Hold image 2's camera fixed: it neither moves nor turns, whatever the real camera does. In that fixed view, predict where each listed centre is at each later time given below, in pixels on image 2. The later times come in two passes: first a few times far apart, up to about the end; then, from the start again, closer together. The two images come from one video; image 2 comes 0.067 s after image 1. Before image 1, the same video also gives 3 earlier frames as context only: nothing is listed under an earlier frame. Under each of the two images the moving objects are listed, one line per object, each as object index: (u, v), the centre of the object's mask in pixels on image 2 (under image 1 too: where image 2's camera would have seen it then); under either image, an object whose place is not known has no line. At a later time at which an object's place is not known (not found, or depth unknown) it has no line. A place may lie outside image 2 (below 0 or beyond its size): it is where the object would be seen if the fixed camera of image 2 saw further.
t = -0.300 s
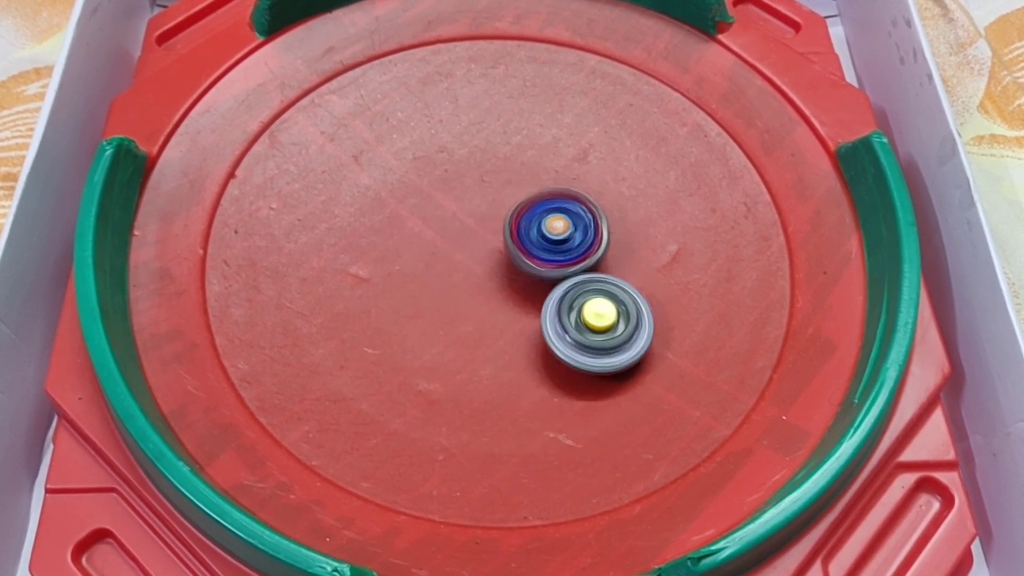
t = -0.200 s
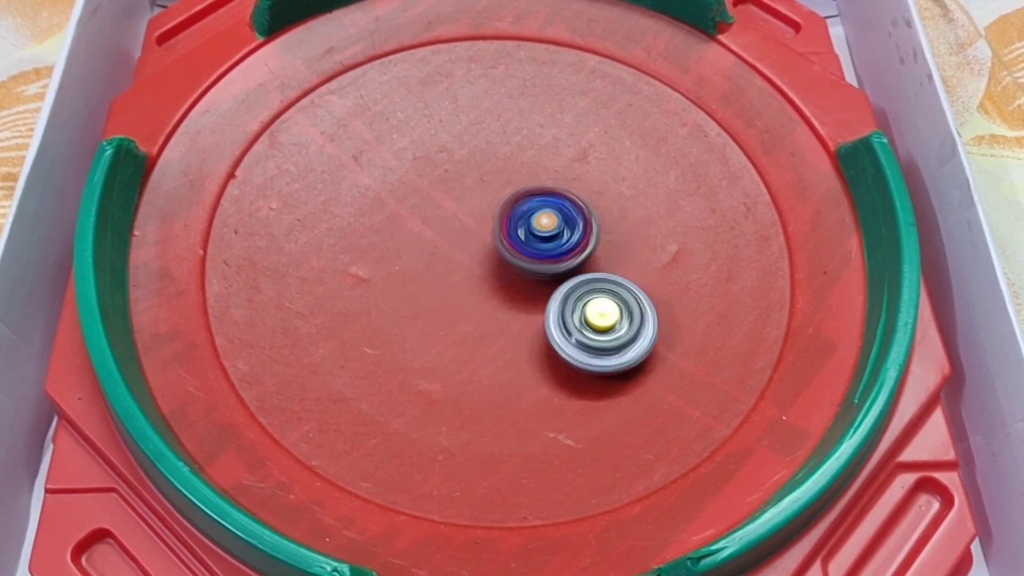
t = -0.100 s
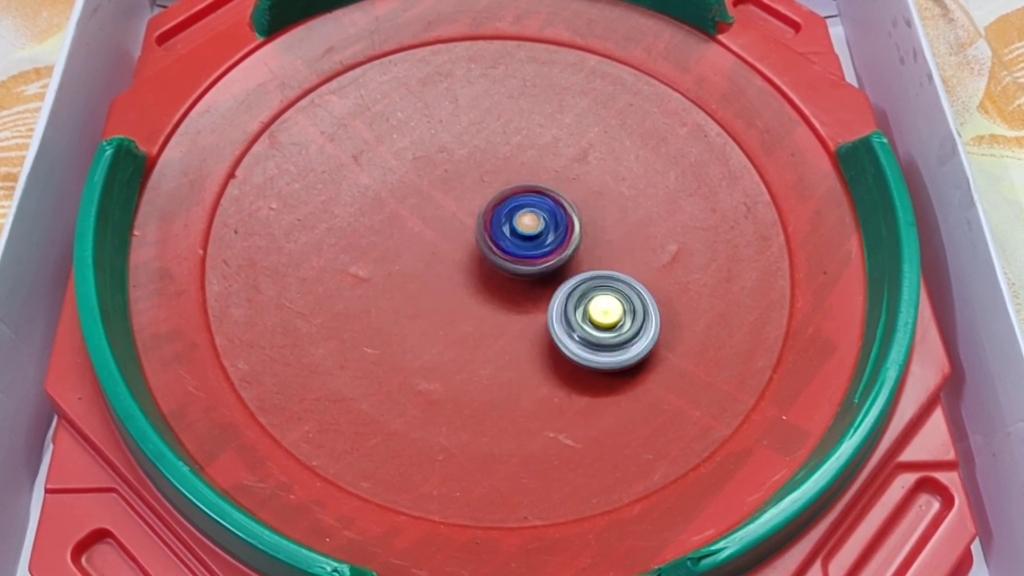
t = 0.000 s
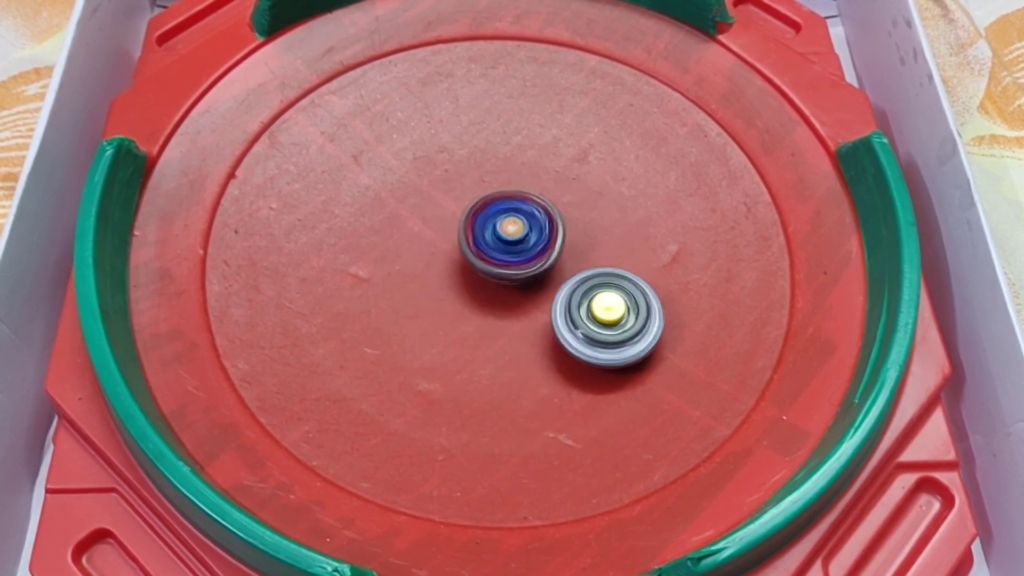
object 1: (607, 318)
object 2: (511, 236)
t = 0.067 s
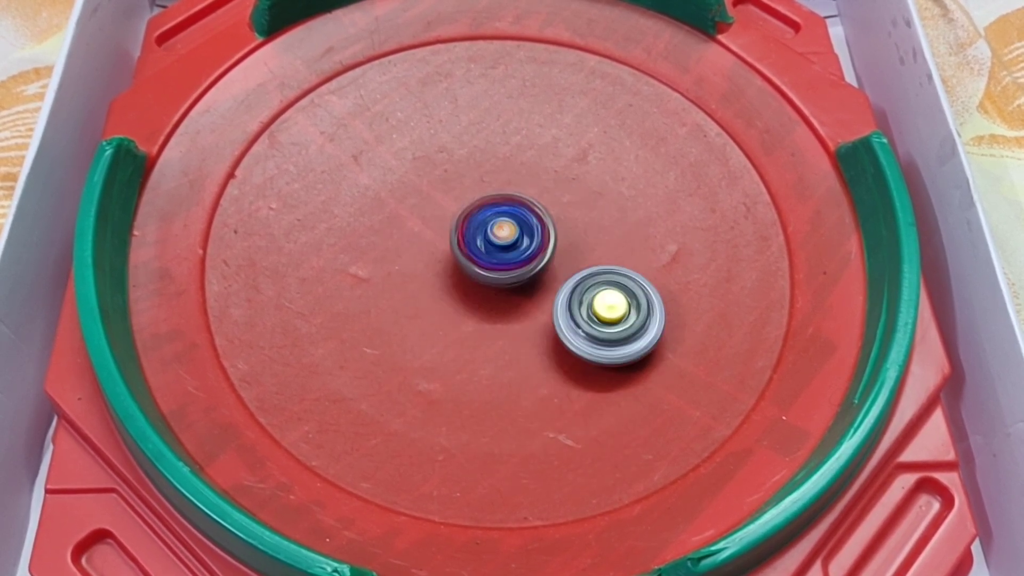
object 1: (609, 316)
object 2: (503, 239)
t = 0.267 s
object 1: (614, 309)
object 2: (496, 256)
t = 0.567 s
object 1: (632, 301)
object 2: (510, 262)
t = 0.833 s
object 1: (644, 289)
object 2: (504, 243)
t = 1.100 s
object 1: (644, 275)
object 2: (489, 235)
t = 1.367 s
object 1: (629, 263)
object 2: (498, 245)
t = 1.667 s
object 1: (647, 252)
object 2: (491, 242)
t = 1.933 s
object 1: (638, 240)
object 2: (484, 248)
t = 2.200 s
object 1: (625, 230)
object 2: (513, 249)
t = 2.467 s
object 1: (646, 217)
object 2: (471, 258)
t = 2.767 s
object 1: (639, 211)
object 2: (483, 269)
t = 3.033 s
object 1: (628, 207)
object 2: (518, 240)
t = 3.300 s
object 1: (620, 205)
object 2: (507, 215)
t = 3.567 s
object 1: (611, 202)
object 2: (470, 237)
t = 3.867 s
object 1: (598, 199)
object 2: (531, 265)
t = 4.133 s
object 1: (604, 178)
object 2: (529, 310)
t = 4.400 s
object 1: (599, 174)
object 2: (536, 329)
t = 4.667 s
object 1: (592, 171)
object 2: (531, 287)
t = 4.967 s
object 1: (583, 173)
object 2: (451, 243)
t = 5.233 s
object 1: (571, 178)
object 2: (441, 253)
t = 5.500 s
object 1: (564, 175)
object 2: (490, 252)
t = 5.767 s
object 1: (567, 166)
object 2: (501, 273)
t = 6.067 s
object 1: (558, 165)
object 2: (537, 255)
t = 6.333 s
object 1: (552, 162)
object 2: (536, 250)
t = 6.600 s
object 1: (544, 163)
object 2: (531, 249)
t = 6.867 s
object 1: (538, 165)
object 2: (519, 255)
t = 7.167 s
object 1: (528, 170)
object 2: (522, 258)
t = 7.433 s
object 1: (526, 143)
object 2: (518, 317)
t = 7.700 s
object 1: (514, 143)
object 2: (555, 336)
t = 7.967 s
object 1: (506, 151)
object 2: (549, 277)
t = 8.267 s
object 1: (494, 139)
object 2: (519, 244)
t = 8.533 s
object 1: (481, 143)
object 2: (522, 276)
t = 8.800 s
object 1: (472, 151)
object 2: (539, 280)
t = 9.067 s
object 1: (465, 162)
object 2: (536, 253)
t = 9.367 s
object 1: (450, 172)
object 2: (520, 252)
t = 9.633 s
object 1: (441, 182)
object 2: (545, 259)
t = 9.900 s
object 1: (433, 192)
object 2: (529, 239)
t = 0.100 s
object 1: (610, 314)
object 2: (501, 241)
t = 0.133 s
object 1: (611, 313)
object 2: (499, 244)
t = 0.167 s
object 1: (612, 312)
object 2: (497, 247)
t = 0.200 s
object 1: (613, 312)
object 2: (496, 250)
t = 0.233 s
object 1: (614, 310)
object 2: (496, 253)
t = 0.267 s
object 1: (614, 309)
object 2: (496, 256)
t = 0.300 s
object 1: (615, 308)
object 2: (498, 260)
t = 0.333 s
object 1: (616, 306)
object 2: (500, 262)
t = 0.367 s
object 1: (616, 306)
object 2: (503, 264)
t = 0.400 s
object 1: (616, 305)
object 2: (505, 265)
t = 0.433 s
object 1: (617, 304)
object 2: (509, 266)
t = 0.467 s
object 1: (620, 303)
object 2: (511, 266)
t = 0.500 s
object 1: (627, 304)
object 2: (510, 265)
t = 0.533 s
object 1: (629, 302)
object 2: (510, 264)
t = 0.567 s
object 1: (632, 301)
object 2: (510, 262)
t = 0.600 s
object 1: (633, 300)
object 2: (509, 261)
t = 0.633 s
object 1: (635, 298)
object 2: (509, 258)
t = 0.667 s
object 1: (637, 297)
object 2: (509, 256)
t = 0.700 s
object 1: (639, 296)
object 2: (508, 254)
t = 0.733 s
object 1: (640, 294)
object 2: (507, 250)
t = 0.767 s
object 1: (642, 292)
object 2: (507, 248)
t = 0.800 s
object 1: (643, 291)
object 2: (505, 246)
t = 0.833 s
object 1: (644, 289)
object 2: (504, 243)
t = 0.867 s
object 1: (645, 288)
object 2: (503, 242)
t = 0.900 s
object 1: (646, 286)
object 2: (501, 240)
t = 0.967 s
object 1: (646, 282)
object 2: (497, 237)
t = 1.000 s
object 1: (646, 280)
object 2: (495, 235)
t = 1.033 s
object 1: (646, 278)
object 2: (493, 235)
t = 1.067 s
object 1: (645, 277)
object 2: (491, 235)
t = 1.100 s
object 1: (644, 275)
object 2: (489, 235)
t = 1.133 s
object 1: (642, 273)
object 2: (489, 235)
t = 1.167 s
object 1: (641, 271)
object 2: (489, 236)
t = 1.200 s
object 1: (640, 270)
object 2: (489, 238)
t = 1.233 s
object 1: (638, 268)
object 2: (489, 239)
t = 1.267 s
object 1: (636, 267)
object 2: (490, 241)
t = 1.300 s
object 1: (634, 266)
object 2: (493, 243)
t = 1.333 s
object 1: (631, 264)
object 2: (495, 244)
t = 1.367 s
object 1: (629, 263)
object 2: (498, 245)
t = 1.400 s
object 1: (627, 262)
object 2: (501, 245)
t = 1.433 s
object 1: (625, 260)
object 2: (504, 246)
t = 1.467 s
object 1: (623, 258)
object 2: (508, 247)
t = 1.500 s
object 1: (623, 257)
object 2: (511, 247)
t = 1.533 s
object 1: (640, 258)
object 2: (504, 245)
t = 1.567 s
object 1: (648, 257)
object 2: (500, 244)
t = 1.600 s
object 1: (648, 256)
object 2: (497, 243)
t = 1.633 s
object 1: (648, 254)
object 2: (494, 242)
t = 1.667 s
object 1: (647, 252)
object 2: (491, 242)
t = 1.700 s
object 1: (646, 250)
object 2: (488, 241)
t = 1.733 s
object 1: (645, 249)
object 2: (485, 242)
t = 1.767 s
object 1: (644, 247)
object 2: (484, 242)
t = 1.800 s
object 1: (643, 246)
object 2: (483, 244)
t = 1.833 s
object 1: (642, 245)
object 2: (482, 245)
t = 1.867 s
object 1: (641, 243)
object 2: (482, 245)
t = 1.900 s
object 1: (639, 242)
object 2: (482, 246)
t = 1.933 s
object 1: (638, 240)
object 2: (484, 248)
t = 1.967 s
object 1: (637, 239)
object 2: (486, 250)
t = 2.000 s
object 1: (635, 238)
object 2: (489, 251)
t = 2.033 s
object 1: (633, 236)
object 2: (493, 251)
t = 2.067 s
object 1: (632, 235)
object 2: (496, 251)
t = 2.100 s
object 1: (631, 234)
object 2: (501, 251)
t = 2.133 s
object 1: (629, 232)
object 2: (505, 251)
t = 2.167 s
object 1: (627, 231)
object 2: (509, 250)
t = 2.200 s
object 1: (625, 230)
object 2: (513, 249)
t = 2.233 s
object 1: (623, 229)
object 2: (518, 248)
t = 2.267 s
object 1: (635, 226)
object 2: (510, 247)
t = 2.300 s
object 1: (648, 222)
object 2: (501, 247)
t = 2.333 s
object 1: (649, 221)
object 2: (492, 247)
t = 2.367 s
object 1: (648, 219)
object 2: (485, 248)
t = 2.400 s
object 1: (647, 218)
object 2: (478, 251)
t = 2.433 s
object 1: (646, 217)
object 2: (473, 254)
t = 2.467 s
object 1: (646, 217)
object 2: (471, 258)
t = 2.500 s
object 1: (646, 216)
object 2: (469, 260)
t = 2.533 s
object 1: (645, 216)
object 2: (468, 263)
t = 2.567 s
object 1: (644, 215)
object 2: (467, 265)
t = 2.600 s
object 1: (643, 214)
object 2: (468, 267)
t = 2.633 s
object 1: (642, 213)
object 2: (469, 268)
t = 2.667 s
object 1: (641, 213)
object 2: (471, 269)
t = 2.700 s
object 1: (641, 213)
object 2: (475, 270)
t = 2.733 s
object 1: (640, 212)
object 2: (478, 269)
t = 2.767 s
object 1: (639, 211)
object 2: (483, 269)
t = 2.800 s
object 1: (638, 210)
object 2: (489, 268)
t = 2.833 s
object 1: (637, 210)
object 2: (495, 265)
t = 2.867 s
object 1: (636, 209)
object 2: (501, 261)
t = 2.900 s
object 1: (634, 209)
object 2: (505, 258)
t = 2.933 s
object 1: (633, 208)
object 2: (510, 253)
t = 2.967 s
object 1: (632, 208)
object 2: (514, 248)
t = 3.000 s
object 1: (630, 207)
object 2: (515, 244)
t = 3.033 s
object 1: (628, 207)
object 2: (518, 240)
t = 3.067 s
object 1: (627, 207)
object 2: (519, 234)
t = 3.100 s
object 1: (625, 206)
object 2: (519, 230)
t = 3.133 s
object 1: (623, 206)
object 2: (520, 226)
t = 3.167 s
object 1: (623, 206)
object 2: (518, 222)
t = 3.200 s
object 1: (621, 206)
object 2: (516, 220)
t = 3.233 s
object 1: (620, 206)
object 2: (514, 218)
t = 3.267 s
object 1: (617, 205)
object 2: (513, 216)
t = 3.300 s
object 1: (620, 205)
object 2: (507, 215)
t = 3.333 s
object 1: (621, 205)
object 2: (500, 215)
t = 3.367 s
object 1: (619, 205)
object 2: (494, 216)
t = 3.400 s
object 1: (618, 205)
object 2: (488, 217)
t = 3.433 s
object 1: (617, 204)
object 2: (483, 219)
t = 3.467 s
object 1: (615, 204)
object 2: (478, 222)
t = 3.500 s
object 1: (614, 203)
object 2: (474, 226)
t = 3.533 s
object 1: (612, 203)
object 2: (472, 232)
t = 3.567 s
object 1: (611, 202)
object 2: (470, 237)
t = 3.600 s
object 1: (610, 202)
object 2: (472, 243)
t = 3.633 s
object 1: (609, 201)
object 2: (476, 249)
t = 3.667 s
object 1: (607, 201)
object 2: (480, 254)
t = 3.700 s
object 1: (605, 201)
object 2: (487, 259)
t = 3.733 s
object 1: (604, 200)
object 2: (495, 264)
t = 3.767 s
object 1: (602, 200)
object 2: (505, 266)
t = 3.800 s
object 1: (601, 199)
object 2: (513, 266)
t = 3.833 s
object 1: (600, 199)
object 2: (524, 266)
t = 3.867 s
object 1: (598, 199)
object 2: (531, 265)
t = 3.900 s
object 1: (600, 196)
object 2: (535, 266)
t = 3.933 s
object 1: (598, 195)
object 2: (538, 267)
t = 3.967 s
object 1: (597, 195)
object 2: (540, 268)
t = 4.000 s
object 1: (599, 190)
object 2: (539, 271)
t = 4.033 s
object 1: (605, 181)
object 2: (535, 283)
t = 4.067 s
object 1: (605, 179)
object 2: (531, 293)
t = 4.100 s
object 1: (604, 178)
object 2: (529, 302)
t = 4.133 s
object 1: (604, 178)
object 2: (529, 310)
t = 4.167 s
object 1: (603, 177)
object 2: (529, 317)
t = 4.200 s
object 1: (602, 177)
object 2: (530, 320)
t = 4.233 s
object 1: (602, 176)
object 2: (530, 325)
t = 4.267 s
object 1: (600, 176)
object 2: (531, 327)
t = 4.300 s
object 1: (601, 175)
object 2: (533, 329)
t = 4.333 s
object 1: (600, 175)
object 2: (534, 330)
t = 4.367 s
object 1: (599, 174)
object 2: (535, 330)
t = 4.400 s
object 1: (599, 174)
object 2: (536, 329)
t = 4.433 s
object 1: (598, 173)
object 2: (537, 326)
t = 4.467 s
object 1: (597, 173)
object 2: (538, 323)
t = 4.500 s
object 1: (597, 172)
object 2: (539, 319)
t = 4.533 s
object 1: (596, 172)
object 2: (539, 314)
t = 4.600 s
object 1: (594, 171)
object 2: (538, 302)
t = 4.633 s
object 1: (593, 171)
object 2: (535, 295)
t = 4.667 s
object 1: (592, 171)
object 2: (531, 287)
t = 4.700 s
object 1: (591, 171)
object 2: (527, 280)
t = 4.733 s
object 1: (589, 171)
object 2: (519, 269)
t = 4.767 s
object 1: (588, 171)
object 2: (509, 261)
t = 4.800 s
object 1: (587, 172)
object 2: (499, 254)
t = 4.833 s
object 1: (587, 172)
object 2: (488, 249)
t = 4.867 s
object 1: (585, 172)
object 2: (478, 246)
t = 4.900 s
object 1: (584, 172)
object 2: (466, 243)
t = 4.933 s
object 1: (583, 172)
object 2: (457, 242)
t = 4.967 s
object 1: (583, 173)
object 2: (451, 243)
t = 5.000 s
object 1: (581, 174)
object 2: (444, 243)
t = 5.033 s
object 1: (580, 174)
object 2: (440, 244)
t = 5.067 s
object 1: (579, 175)
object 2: (437, 245)
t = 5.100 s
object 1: (577, 175)
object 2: (435, 247)
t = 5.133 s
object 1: (576, 176)
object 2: (434, 247)
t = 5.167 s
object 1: (574, 177)
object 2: (435, 249)
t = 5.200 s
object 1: (572, 177)
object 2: (437, 251)
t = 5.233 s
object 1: (571, 178)
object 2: (441, 253)
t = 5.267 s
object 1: (569, 178)
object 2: (445, 255)
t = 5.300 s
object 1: (567, 179)
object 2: (450, 255)
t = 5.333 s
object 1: (564, 179)
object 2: (456, 255)
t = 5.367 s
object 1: (562, 180)
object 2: (464, 255)
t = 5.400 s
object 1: (560, 181)
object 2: (473, 254)
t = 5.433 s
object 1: (558, 182)
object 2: (482, 252)
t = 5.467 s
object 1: (556, 182)
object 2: (491, 249)
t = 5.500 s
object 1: (564, 175)
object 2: (490, 252)
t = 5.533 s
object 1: (573, 168)
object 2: (488, 256)
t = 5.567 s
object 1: (574, 167)
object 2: (488, 260)
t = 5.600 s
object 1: (573, 167)
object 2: (489, 263)
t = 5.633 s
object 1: (571, 167)
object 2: (490, 267)
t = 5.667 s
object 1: (570, 166)
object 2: (493, 269)
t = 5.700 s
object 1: (569, 166)
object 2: (495, 271)
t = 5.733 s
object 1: (568, 166)
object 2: (499, 273)
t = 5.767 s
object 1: (567, 166)
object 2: (501, 273)
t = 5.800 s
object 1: (567, 166)
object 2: (507, 273)
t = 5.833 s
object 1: (565, 166)
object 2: (511, 273)
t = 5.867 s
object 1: (564, 166)
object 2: (516, 271)
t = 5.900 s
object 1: (563, 166)
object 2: (519, 270)
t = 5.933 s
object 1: (562, 165)
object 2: (524, 268)
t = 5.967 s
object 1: (561, 166)
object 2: (527, 266)
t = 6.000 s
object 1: (560, 165)
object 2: (531, 262)
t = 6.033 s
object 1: (559, 166)
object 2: (534, 259)
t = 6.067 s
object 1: (558, 165)
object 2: (537, 255)
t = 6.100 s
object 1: (557, 165)
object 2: (541, 250)
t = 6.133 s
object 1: (556, 163)
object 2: (540, 248)
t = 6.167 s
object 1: (557, 162)
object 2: (540, 247)
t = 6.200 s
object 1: (555, 162)
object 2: (539, 248)
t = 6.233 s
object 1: (555, 162)
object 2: (538, 249)
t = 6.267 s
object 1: (554, 162)
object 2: (537, 250)
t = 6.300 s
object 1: (553, 162)
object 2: (537, 250)
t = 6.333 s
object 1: (552, 162)
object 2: (536, 250)
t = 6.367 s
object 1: (551, 162)
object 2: (535, 251)
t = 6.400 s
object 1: (550, 162)
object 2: (535, 251)
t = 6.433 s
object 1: (549, 162)
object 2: (535, 251)
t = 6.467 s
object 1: (548, 162)
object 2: (535, 251)
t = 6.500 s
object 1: (547, 162)
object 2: (534, 251)
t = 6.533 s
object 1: (546, 163)
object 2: (534, 250)
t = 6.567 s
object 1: (545, 163)
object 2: (533, 249)
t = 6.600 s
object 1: (544, 163)
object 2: (531, 249)
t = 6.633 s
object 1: (544, 163)
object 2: (530, 248)
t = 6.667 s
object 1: (543, 164)
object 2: (529, 248)
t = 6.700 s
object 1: (542, 164)
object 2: (527, 248)
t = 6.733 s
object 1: (542, 163)
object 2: (525, 249)
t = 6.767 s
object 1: (541, 164)
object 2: (524, 251)
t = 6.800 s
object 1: (539, 164)
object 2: (522, 252)
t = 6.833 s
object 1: (539, 165)
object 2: (521, 253)
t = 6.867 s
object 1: (538, 165)
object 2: (519, 255)
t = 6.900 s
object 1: (537, 166)
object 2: (519, 256)
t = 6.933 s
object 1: (536, 166)
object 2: (519, 257)
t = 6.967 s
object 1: (535, 167)
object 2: (520, 259)
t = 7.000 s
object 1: (533, 168)
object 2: (520, 259)
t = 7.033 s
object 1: (532, 168)
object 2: (520, 259)
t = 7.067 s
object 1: (532, 168)
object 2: (520, 259)
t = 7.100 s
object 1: (530, 169)
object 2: (520, 259)
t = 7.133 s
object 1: (529, 170)
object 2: (521, 259)
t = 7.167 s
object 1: (528, 170)
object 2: (522, 258)
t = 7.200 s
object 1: (527, 171)
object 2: (523, 258)
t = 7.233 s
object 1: (527, 170)
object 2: (522, 258)
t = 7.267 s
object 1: (530, 155)
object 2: (519, 272)
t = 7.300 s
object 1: (532, 146)
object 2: (517, 280)
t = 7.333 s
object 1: (531, 144)
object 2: (517, 289)
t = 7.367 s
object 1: (529, 144)
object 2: (517, 299)
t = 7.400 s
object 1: (528, 144)
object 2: (517, 309)
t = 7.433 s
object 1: (526, 143)
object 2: (518, 317)
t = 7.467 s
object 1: (525, 143)
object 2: (521, 325)
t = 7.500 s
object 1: (523, 143)
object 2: (525, 332)
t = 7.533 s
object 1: (522, 143)
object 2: (530, 336)
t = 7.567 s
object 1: (520, 143)
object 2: (535, 340)
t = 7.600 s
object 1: (519, 143)
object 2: (541, 342)
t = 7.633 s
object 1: (517, 143)
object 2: (546, 341)
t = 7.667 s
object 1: (516, 143)
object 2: (551, 339)
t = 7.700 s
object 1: (514, 143)
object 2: (555, 336)
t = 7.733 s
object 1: (514, 144)
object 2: (559, 331)
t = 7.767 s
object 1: (512, 145)
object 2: (561, 326)
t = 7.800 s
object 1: (511, 146)
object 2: (562, 318)
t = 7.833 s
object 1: (510, 147)
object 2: (561, 310)
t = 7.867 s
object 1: (509, 148)
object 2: (559, 301)
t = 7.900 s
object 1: (508, 149)
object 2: (557, 294)
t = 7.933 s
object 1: (506, 149)
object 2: (553, 287)
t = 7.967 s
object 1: (506, 151)
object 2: (549, 277)
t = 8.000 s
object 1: (505, 152)
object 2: (546, 269)
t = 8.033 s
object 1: (504, 153)
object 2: (542, 264)
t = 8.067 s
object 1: (502, 154)
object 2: (537, 254)
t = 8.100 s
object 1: (501, 156)
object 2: (535, 245)
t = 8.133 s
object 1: (500, 157)
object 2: (532, 241)
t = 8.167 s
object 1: (498, 154)
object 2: (526, 236)
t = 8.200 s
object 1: (496, 149)
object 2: (522, 236)
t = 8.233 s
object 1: (495, 141)
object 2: (519, 240)
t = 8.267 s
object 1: (494, 139)
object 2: (519, 244)
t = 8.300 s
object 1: (492, 140)
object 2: (517, 250)
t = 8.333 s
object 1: (491, 140)
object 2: (517, 255)
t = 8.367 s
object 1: (488, 141)
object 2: (517, 261)
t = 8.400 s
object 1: (487, 141)
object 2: (518, 264)
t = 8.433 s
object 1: (485, 142)
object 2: (519, 269)
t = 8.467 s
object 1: (484, 143)
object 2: (520, 271)
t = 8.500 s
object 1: (483, 143)
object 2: (521, 273)
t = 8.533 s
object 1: (481, 143)
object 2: (522, 276)
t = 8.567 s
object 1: (480, 144)
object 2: (523, 279)
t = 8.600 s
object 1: (479, 145)
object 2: (525, 281)
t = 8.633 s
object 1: (478, 146)
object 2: (527, 283)
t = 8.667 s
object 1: (477, 147)
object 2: (529, 284)
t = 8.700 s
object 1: (476, 148)
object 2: (532, 285)
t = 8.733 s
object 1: (474, 148)
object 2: (534, 284)
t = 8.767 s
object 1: (473, 150)
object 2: (537, 283)
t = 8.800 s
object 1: (472, 151)
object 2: (539, 280)
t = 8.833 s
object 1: (471, 152)
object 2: (538, 277)
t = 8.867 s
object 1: (470, 153)
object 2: (539, 275)
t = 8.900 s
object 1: (469, 154)
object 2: (540, 272)
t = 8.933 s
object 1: (468, 155)
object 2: (540, 269)
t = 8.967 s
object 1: (468, 157)
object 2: (540, 265)
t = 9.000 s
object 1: (467, 159)
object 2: (539, 261)
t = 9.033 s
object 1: (465, 160)
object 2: (538, 258)
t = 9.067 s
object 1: (465, 162)
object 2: (536, 253)
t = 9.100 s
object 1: (463, 164)
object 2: (534, 248)
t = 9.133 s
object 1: (462, 166)
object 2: (529, 244)
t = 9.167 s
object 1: (461, 167)
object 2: (525, 240)
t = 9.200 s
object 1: (460, 169)
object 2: (521, 239)
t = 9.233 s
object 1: (457, 167)
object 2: (519, 240)
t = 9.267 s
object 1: (455, 168)
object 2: (518, 243)
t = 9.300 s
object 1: (453, 169)
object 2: (519, 246)
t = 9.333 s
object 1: (451, 171)
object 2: (520, 250)
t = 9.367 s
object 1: (450, 172)
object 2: (520, 252)
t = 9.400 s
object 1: (449, 173)
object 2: (522, 255)
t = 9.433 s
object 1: (448, 174)
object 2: (526, 258)
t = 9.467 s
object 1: (447, 176)
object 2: (529, 260)
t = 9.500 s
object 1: (446, 177)
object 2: (531, 261)
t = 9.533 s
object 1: (444, 178)
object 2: (536, 262)
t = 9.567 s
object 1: (443, 180)
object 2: (539, 261)
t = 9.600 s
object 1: (442, 181)
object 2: (542, 260)
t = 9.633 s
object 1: (441, 182)
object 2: (545, 259)
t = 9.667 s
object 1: (440, 183)
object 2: (547, 255)
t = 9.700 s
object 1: (438, 185)
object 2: (548, 252)
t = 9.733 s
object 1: (437, 186)
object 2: (548, 249)
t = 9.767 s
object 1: (436, 188)
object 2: (546, 245)
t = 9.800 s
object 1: (435, 189)
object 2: (541, 242)
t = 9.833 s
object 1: (434, 190)
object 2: (537, 240)
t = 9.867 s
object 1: (433, 191)
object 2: (533, 239)
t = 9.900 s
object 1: (433, 192)
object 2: (529, 239)
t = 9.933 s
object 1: (432, 194)
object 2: (525, 239)
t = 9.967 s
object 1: (431, 194)
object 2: (522, 241)
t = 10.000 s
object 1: (429, 194)
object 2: (520, 244)
